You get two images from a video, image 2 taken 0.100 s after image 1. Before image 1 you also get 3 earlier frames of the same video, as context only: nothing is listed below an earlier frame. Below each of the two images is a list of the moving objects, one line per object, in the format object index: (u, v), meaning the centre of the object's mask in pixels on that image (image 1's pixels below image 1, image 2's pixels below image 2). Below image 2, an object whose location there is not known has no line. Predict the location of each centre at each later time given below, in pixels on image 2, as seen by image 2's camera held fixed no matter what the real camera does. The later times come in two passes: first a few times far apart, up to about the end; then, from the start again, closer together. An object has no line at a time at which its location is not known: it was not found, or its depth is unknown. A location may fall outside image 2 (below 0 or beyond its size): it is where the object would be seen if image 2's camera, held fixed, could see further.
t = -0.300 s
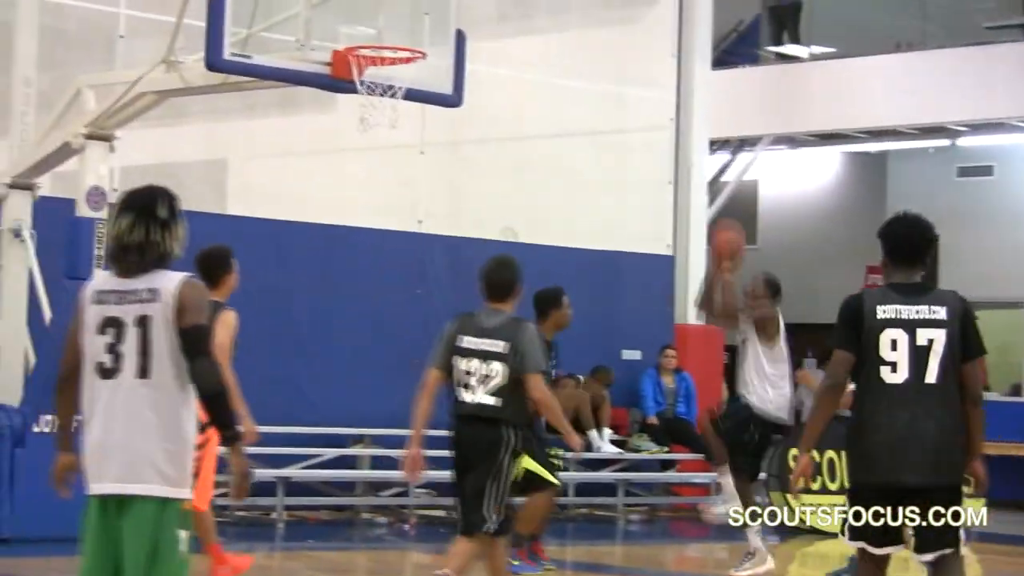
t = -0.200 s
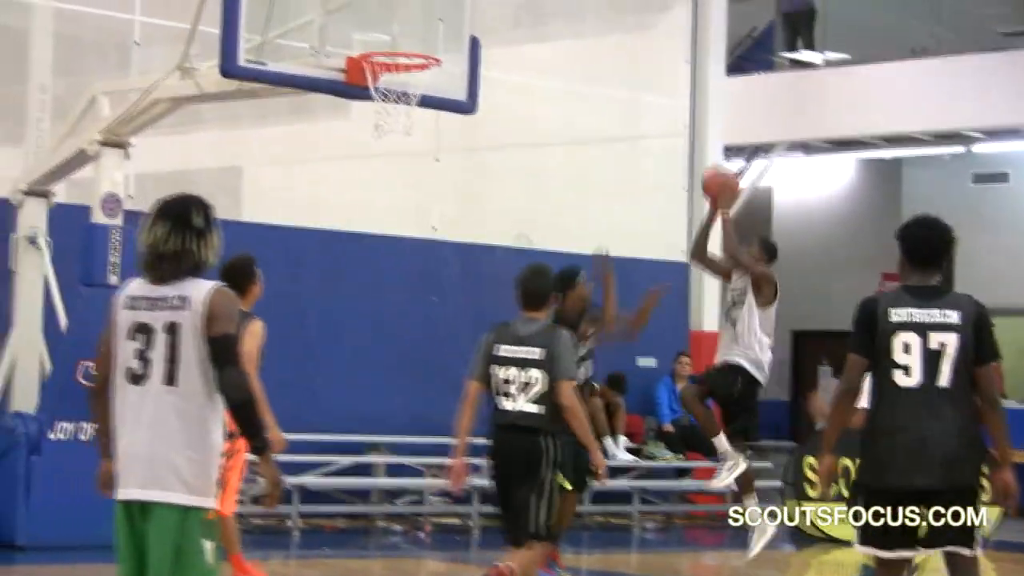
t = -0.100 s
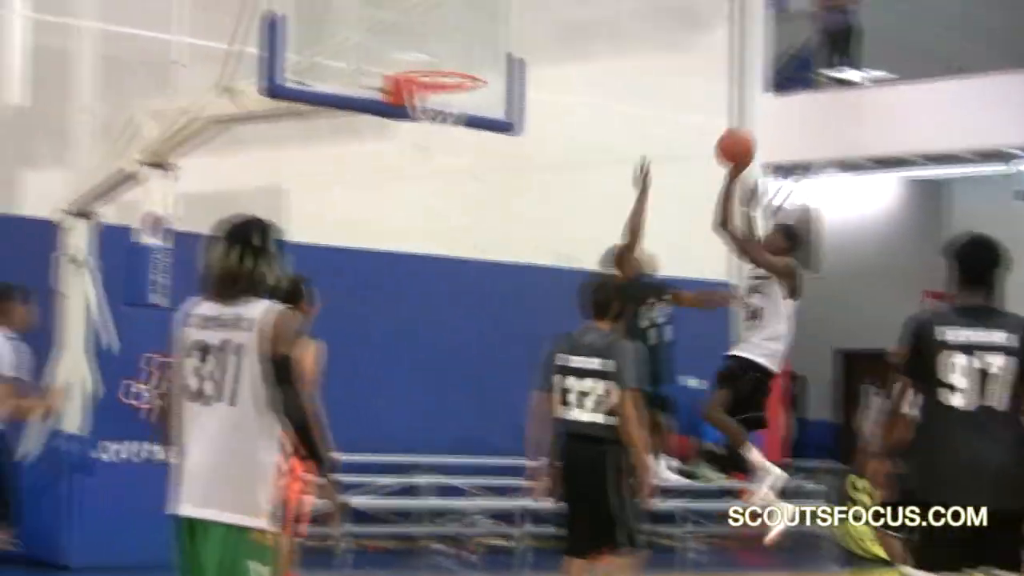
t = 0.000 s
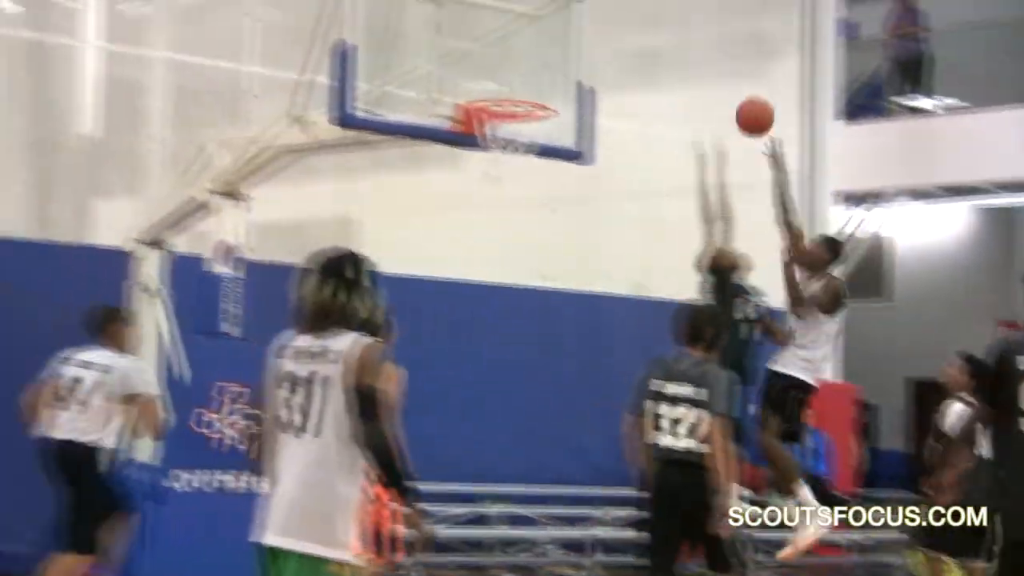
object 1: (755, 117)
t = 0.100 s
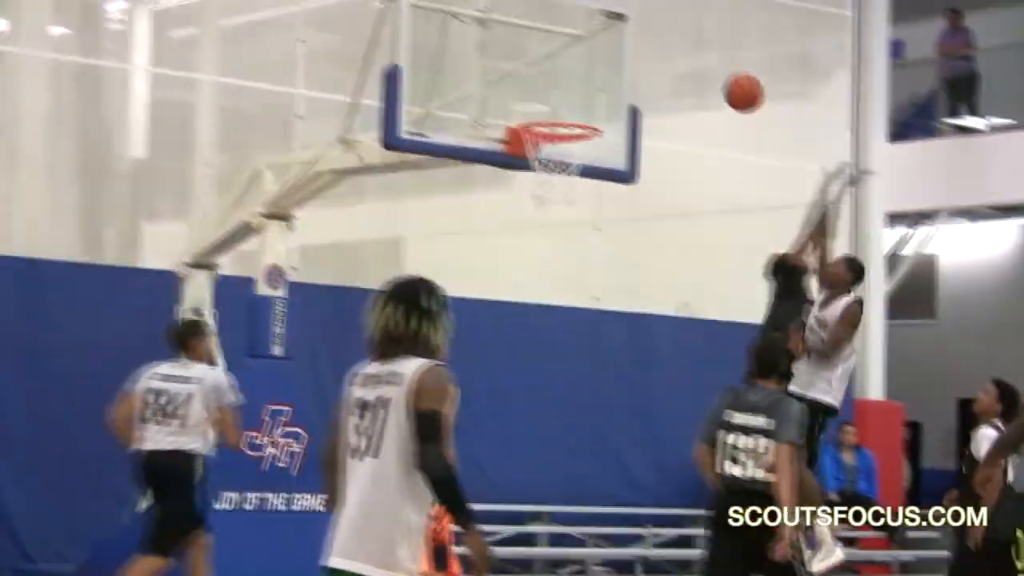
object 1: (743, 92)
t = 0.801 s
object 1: (554, 105)
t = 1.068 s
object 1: (580, 138)
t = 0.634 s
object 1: (577, 107)
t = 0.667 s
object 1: (572, 108)
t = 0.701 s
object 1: (568, 106)
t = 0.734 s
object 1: (563, 104)
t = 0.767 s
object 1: (559, 104)
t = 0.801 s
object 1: (554, 105)
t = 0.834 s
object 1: (549, 108)
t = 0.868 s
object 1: (544, 111)
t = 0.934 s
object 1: (552, 112)
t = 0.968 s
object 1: (560, 121)
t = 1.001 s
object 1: (566, 125)
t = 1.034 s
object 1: (573, 131)
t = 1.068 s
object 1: (580, 138)
